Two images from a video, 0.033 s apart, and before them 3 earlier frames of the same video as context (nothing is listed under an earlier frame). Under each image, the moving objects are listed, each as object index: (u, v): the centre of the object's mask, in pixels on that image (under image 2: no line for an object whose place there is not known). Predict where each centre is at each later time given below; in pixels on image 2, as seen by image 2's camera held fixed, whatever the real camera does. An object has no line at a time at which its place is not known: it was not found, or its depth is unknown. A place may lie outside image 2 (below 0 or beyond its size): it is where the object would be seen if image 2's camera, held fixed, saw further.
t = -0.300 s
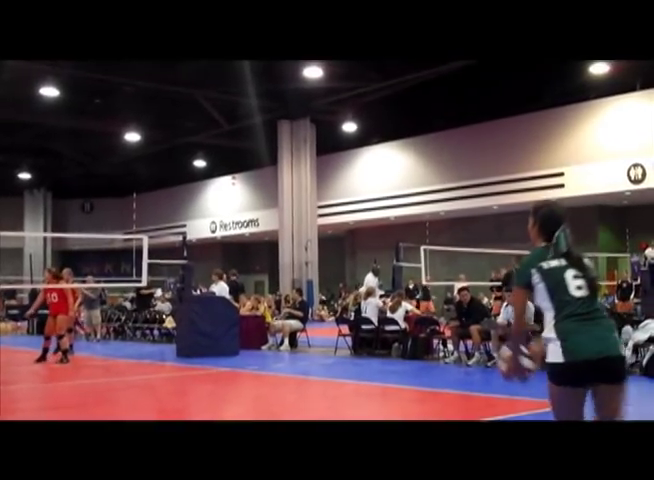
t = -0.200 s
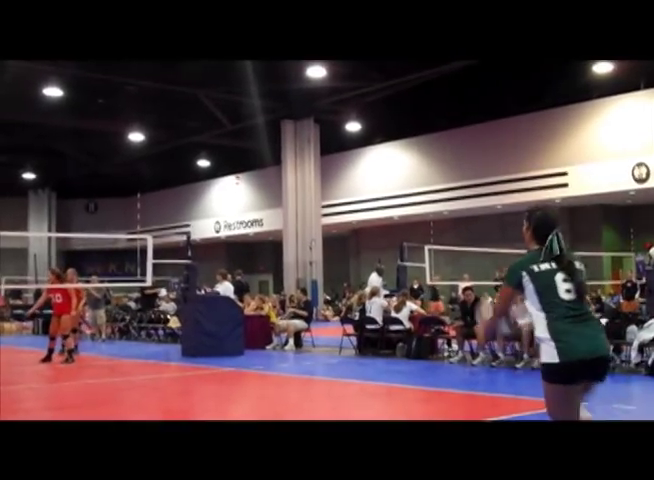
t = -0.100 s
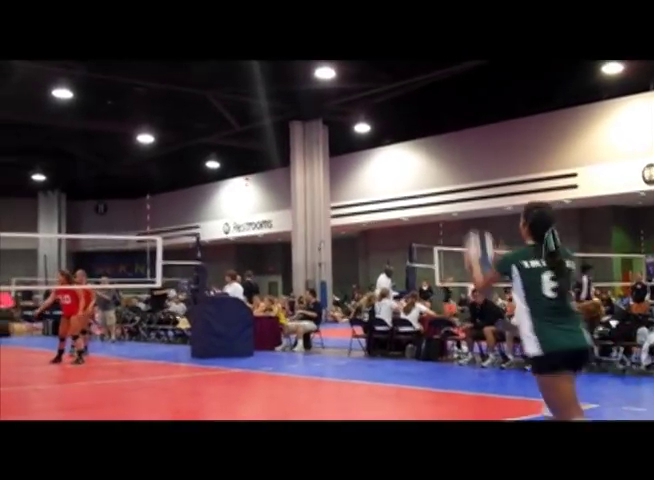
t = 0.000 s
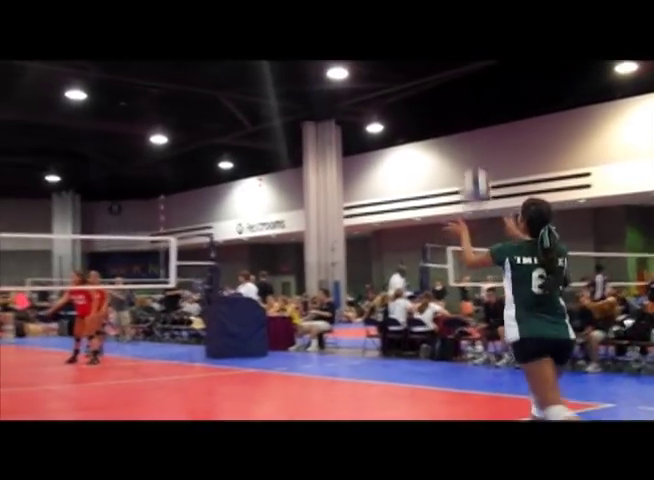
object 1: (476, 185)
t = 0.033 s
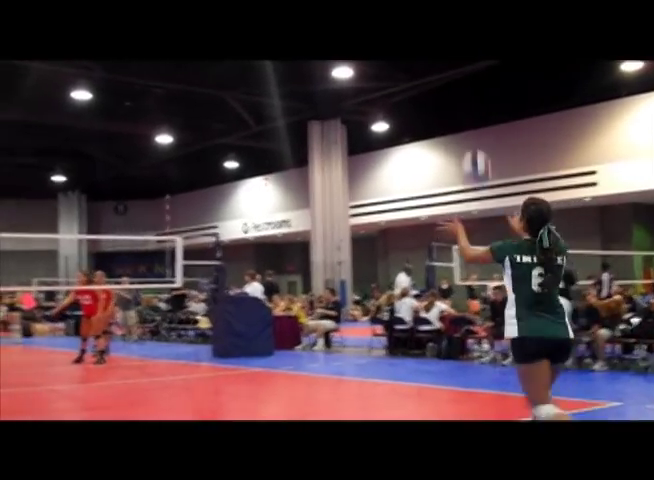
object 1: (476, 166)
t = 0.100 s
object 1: (460, 138)
